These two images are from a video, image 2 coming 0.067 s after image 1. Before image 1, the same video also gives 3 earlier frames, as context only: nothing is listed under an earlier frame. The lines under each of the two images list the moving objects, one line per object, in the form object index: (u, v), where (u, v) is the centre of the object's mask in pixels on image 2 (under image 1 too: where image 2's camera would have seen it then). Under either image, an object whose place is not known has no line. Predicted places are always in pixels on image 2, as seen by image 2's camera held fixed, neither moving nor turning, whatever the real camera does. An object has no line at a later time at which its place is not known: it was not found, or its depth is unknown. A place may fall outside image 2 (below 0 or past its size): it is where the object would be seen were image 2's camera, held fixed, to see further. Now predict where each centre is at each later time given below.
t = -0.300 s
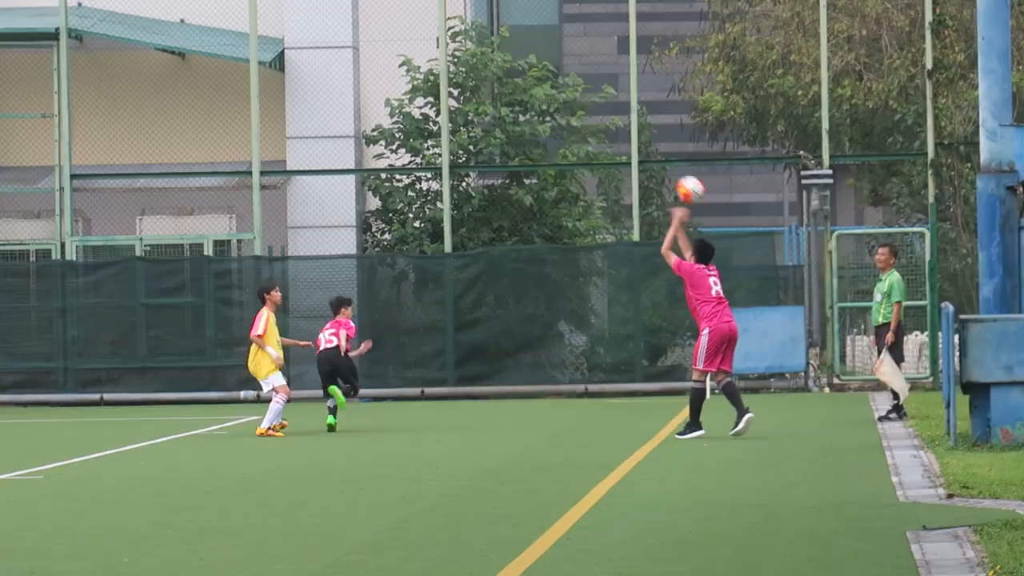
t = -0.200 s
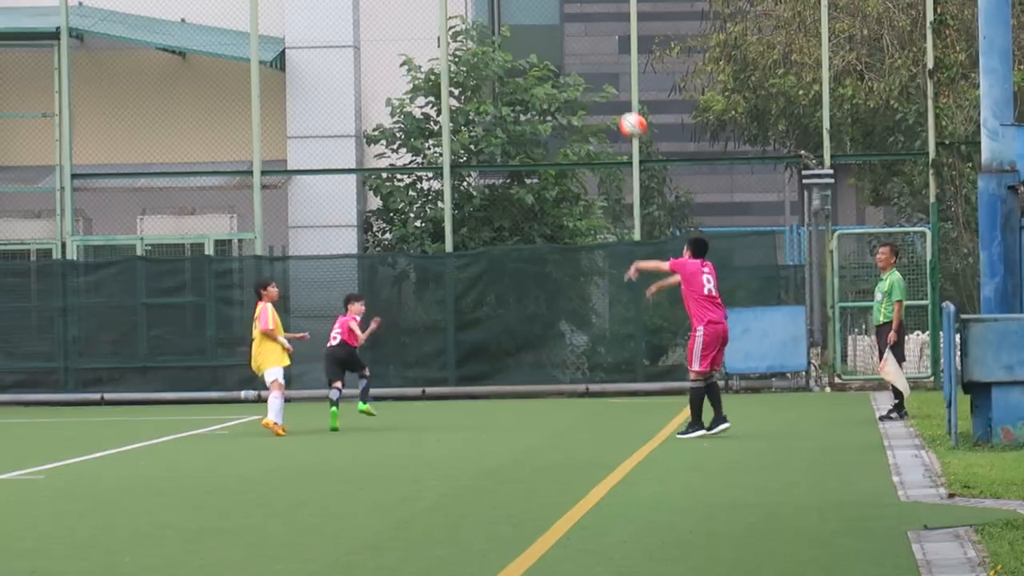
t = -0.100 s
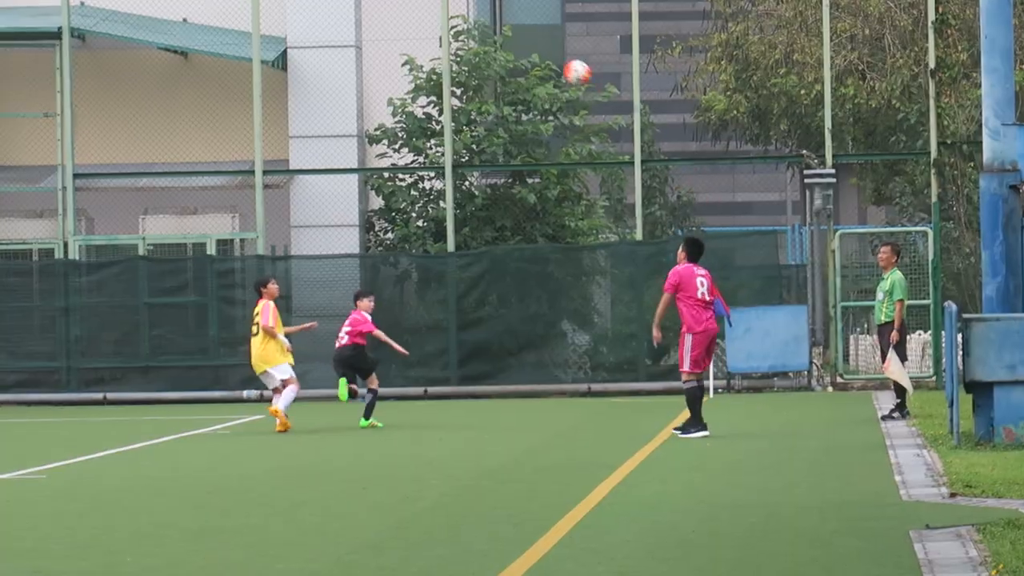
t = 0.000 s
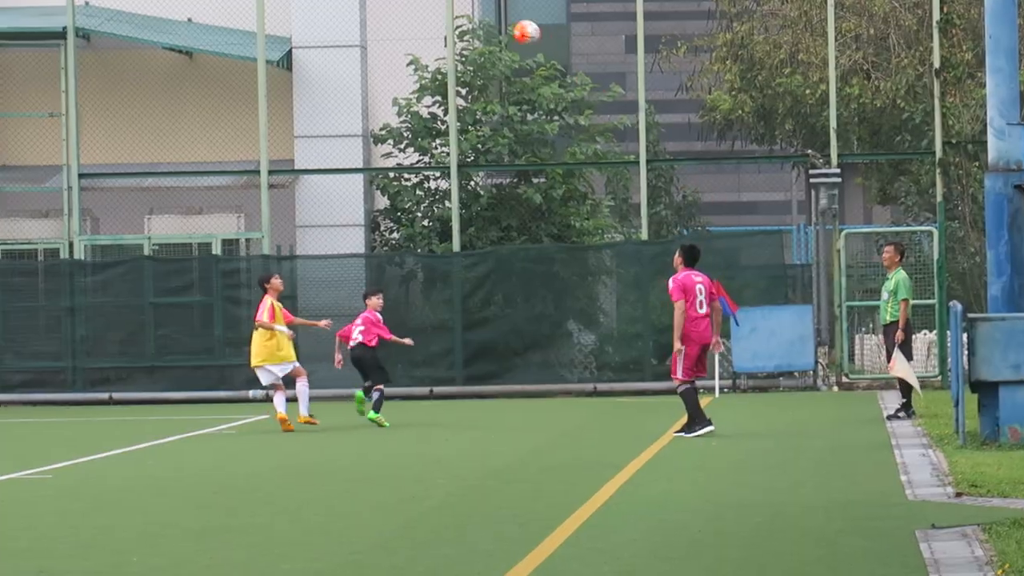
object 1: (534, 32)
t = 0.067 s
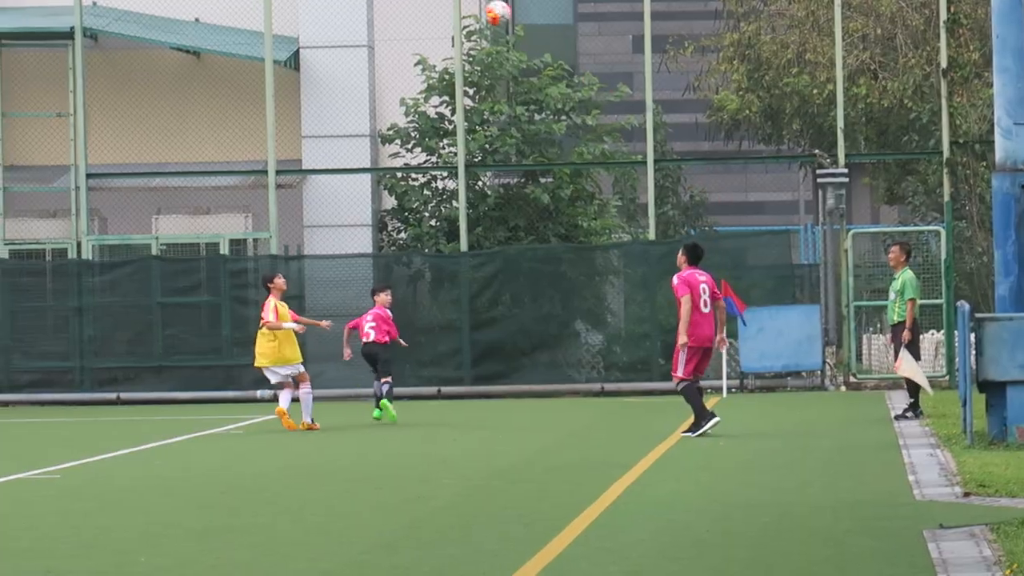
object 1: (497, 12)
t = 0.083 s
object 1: (489, 9)
